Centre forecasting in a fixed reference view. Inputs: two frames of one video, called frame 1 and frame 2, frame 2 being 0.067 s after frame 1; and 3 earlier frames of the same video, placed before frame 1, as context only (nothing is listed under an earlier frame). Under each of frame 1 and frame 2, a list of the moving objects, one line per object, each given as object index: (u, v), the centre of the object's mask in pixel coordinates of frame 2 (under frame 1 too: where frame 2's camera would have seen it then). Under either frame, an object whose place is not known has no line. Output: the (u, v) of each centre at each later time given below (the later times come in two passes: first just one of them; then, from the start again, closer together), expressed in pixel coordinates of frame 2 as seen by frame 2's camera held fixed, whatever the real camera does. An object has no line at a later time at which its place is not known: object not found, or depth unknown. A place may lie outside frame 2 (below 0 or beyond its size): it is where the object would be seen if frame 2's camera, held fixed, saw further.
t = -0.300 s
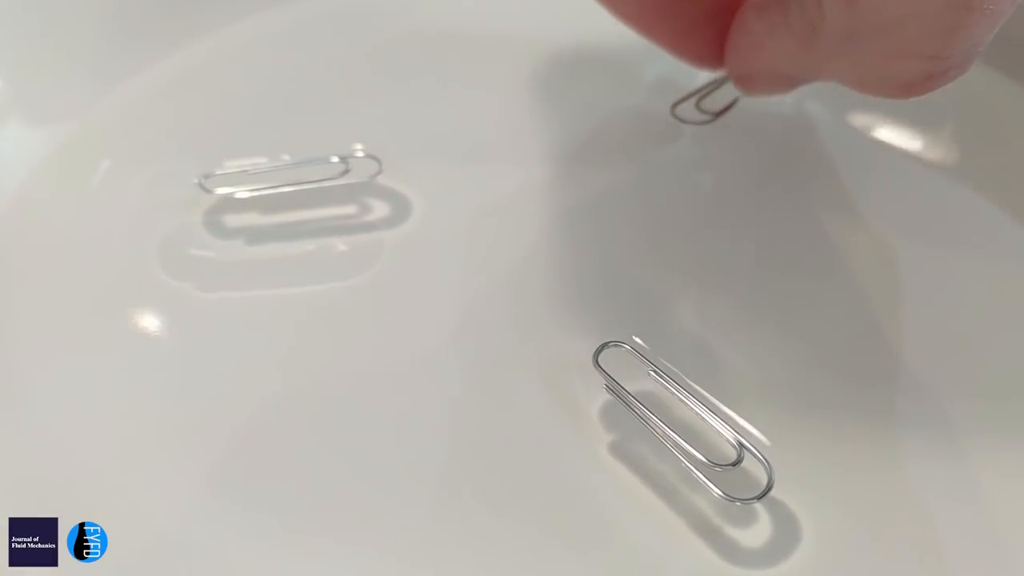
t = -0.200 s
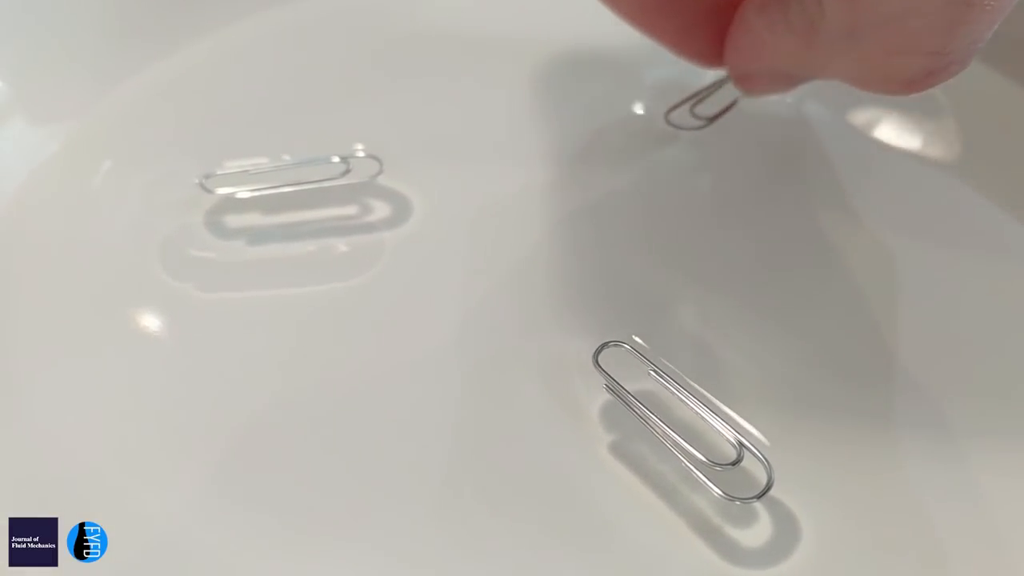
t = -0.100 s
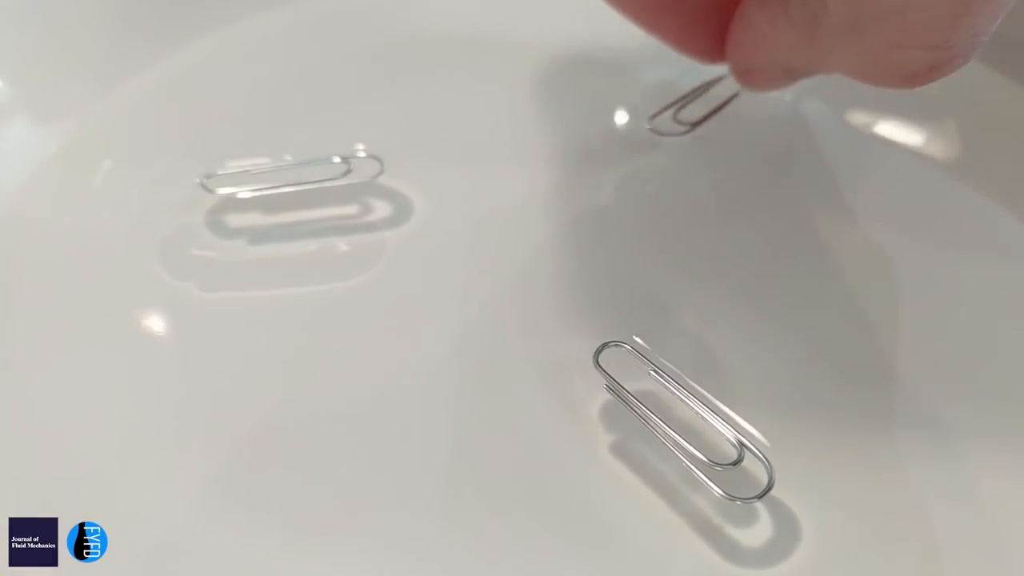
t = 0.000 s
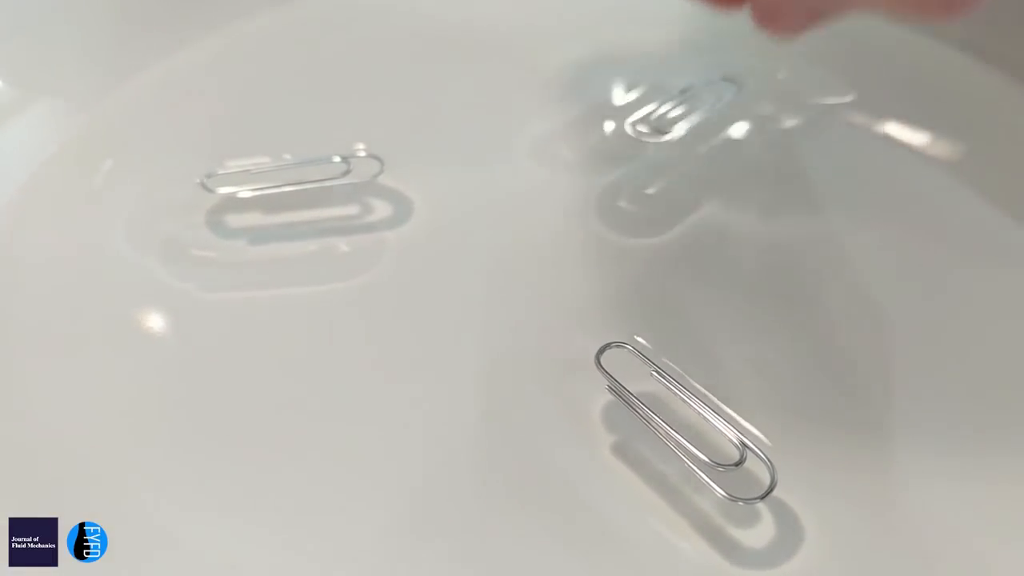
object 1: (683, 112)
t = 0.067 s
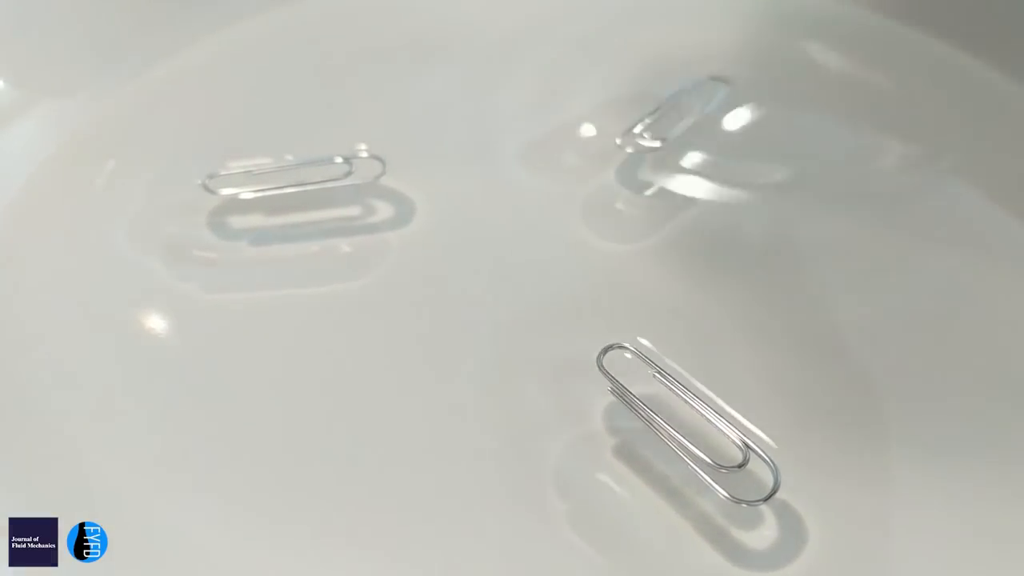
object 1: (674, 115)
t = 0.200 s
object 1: (652, 118)
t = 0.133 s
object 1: (664, 116)
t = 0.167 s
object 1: (658, 117)
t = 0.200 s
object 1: (652, 118)
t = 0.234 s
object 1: (647, 120)
